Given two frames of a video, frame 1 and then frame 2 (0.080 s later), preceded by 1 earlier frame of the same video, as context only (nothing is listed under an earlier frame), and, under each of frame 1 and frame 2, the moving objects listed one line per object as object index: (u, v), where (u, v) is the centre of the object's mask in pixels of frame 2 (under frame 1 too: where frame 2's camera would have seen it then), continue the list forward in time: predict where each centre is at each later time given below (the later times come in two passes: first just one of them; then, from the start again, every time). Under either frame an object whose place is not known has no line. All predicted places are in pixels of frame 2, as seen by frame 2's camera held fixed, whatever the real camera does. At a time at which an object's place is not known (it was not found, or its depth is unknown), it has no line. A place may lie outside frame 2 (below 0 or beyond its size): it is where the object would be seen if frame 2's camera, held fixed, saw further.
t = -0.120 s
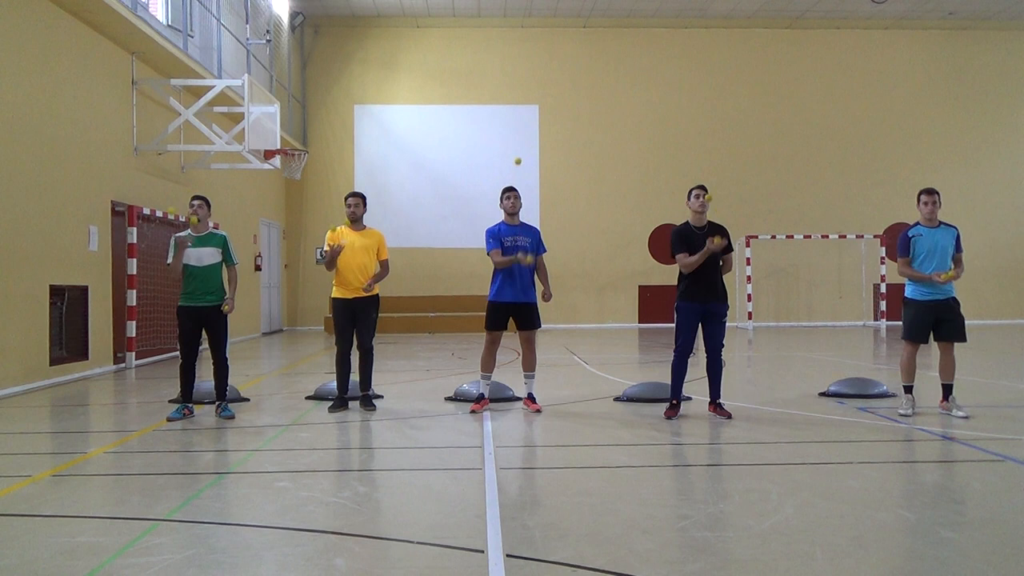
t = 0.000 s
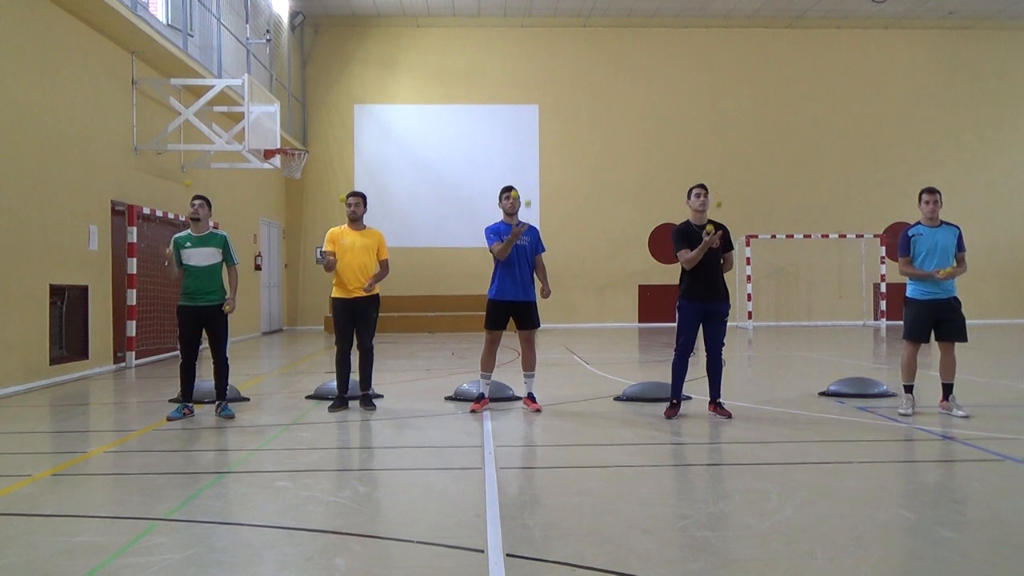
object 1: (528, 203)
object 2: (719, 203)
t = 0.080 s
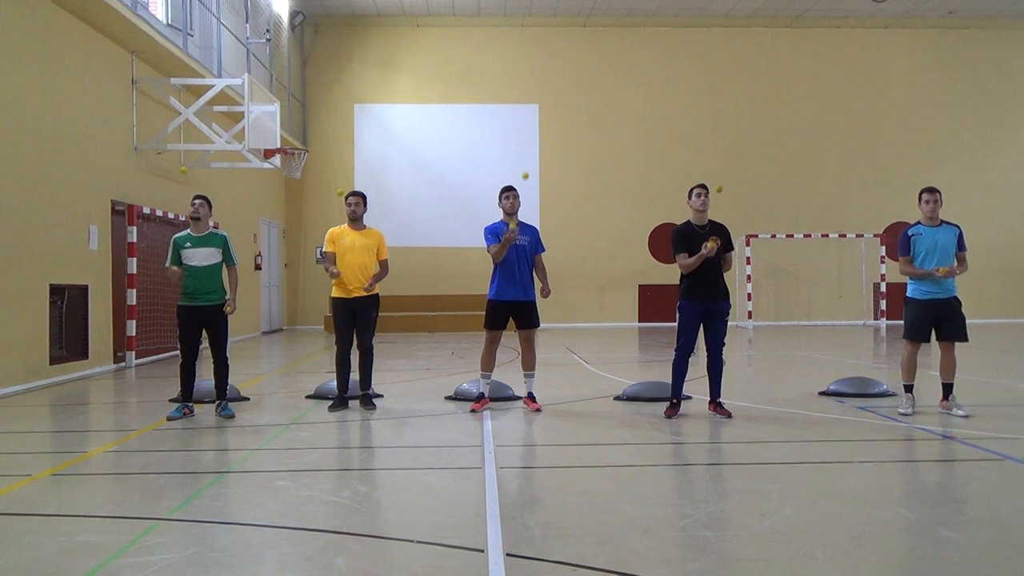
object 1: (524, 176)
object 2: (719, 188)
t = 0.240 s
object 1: (520, 145)
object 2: (720, 185)
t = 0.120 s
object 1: (524, 165)
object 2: (719, 185)
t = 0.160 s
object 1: (523, 156)
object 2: (719, 183)
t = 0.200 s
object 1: (522, 149)
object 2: (720, 183)
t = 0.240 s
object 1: (520, 145)
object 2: (720, 185)
